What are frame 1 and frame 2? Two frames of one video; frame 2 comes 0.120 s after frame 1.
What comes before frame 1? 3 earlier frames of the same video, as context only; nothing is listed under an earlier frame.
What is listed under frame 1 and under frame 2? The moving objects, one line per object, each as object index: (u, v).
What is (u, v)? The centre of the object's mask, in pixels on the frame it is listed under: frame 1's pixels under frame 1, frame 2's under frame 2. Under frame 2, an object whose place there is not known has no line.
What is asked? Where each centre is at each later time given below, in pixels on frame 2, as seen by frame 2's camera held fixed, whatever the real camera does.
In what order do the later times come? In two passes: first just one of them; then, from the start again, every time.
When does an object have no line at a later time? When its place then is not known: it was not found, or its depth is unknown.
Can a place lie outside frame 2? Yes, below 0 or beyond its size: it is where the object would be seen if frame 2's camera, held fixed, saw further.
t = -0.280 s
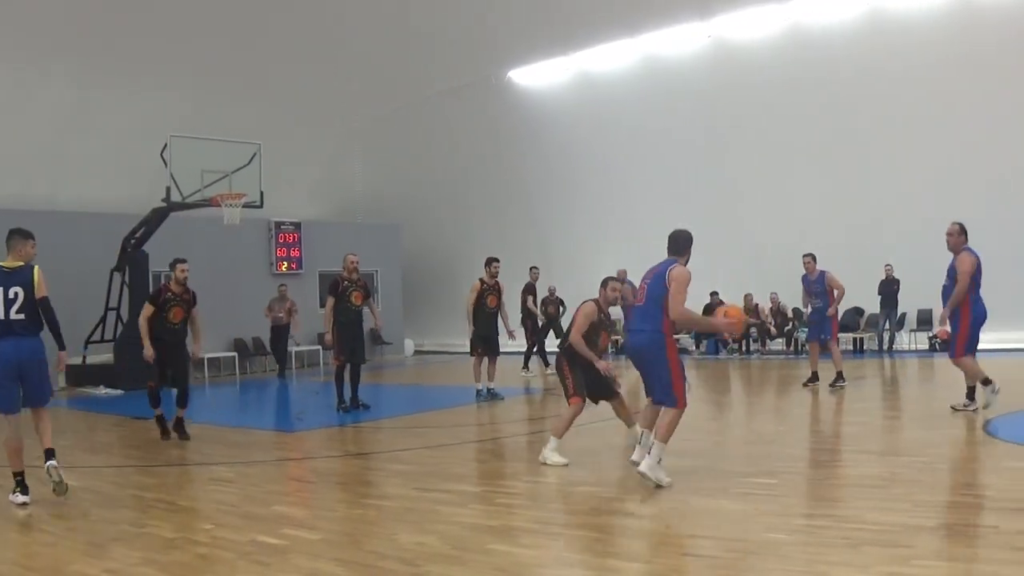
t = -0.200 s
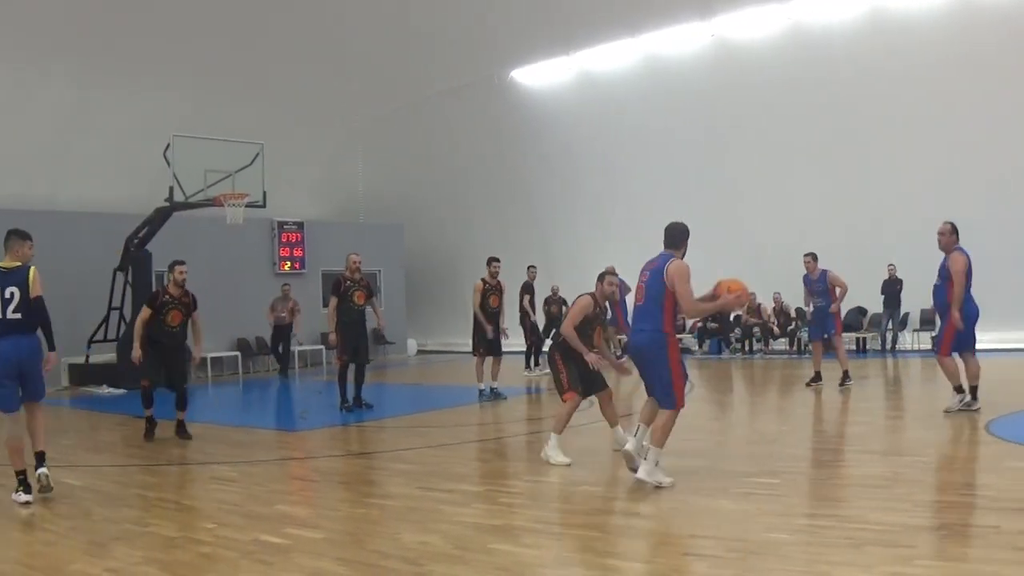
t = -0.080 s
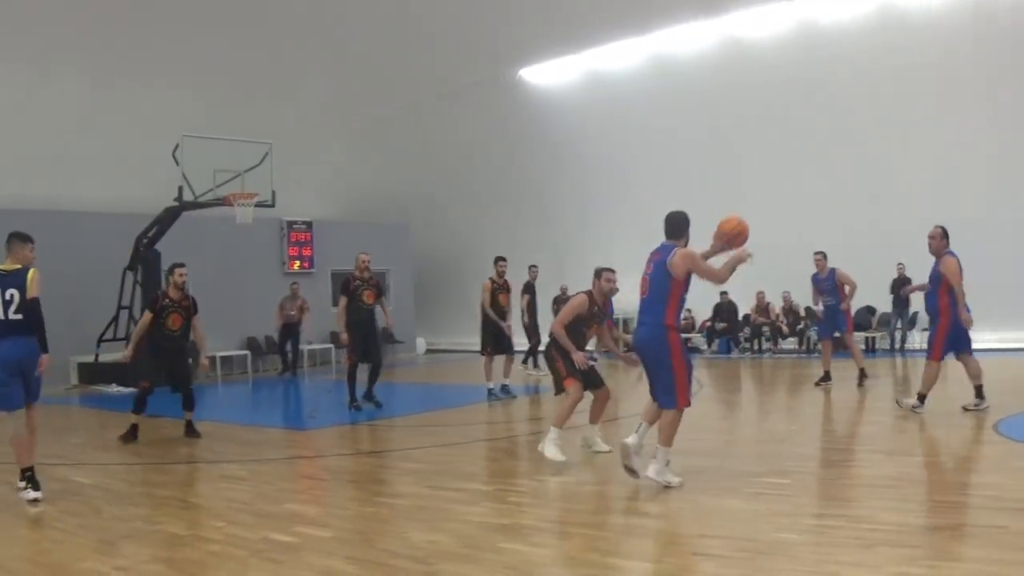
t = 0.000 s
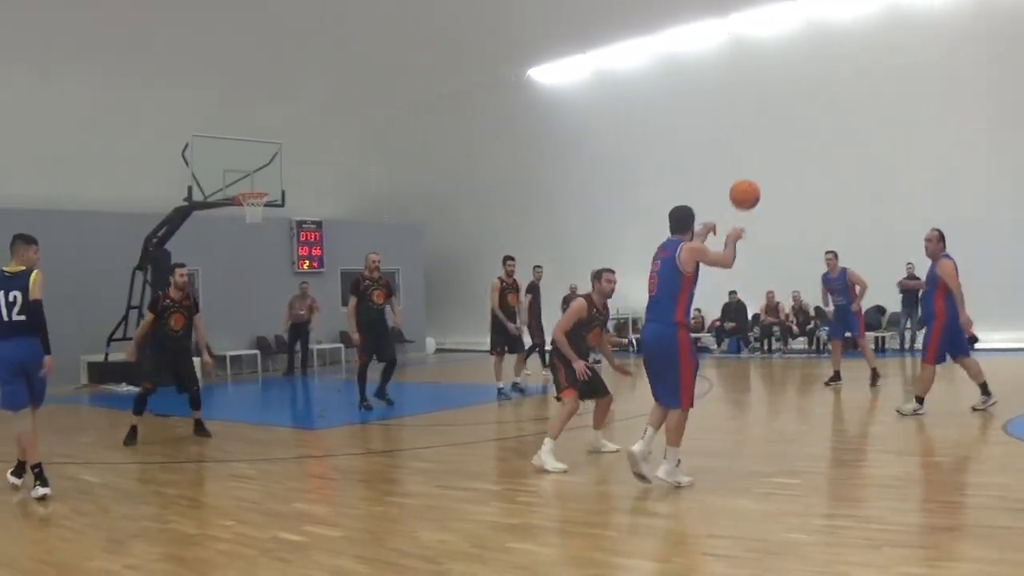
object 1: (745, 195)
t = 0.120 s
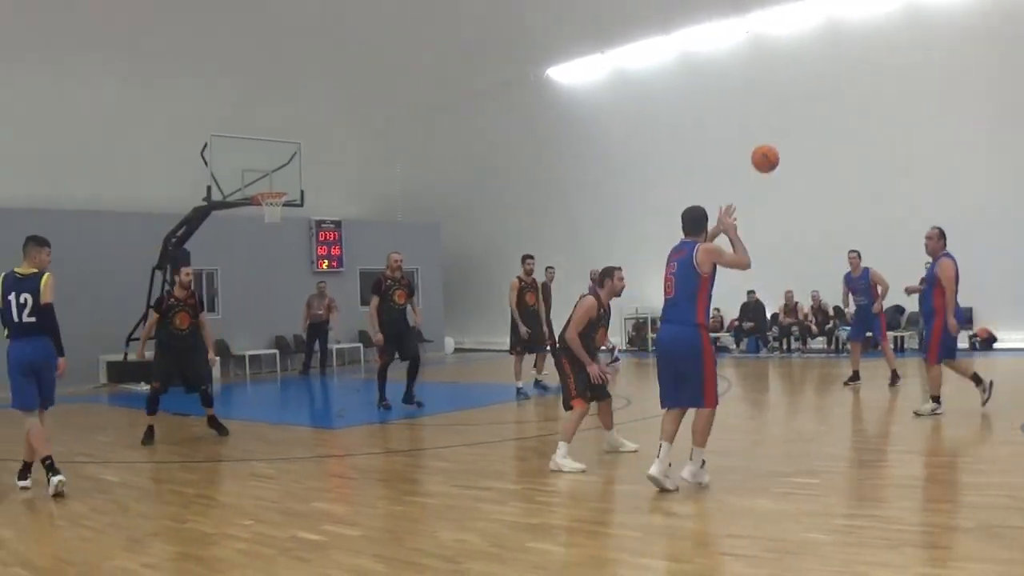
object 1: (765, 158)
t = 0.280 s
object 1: (774, 141)
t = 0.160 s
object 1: (767, 151)
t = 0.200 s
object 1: (769, 146)
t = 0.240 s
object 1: (771, 143)
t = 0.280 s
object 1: (774, 141)
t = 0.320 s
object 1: (777, 141)
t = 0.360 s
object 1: (778, 143)
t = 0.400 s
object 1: (781, 146)
